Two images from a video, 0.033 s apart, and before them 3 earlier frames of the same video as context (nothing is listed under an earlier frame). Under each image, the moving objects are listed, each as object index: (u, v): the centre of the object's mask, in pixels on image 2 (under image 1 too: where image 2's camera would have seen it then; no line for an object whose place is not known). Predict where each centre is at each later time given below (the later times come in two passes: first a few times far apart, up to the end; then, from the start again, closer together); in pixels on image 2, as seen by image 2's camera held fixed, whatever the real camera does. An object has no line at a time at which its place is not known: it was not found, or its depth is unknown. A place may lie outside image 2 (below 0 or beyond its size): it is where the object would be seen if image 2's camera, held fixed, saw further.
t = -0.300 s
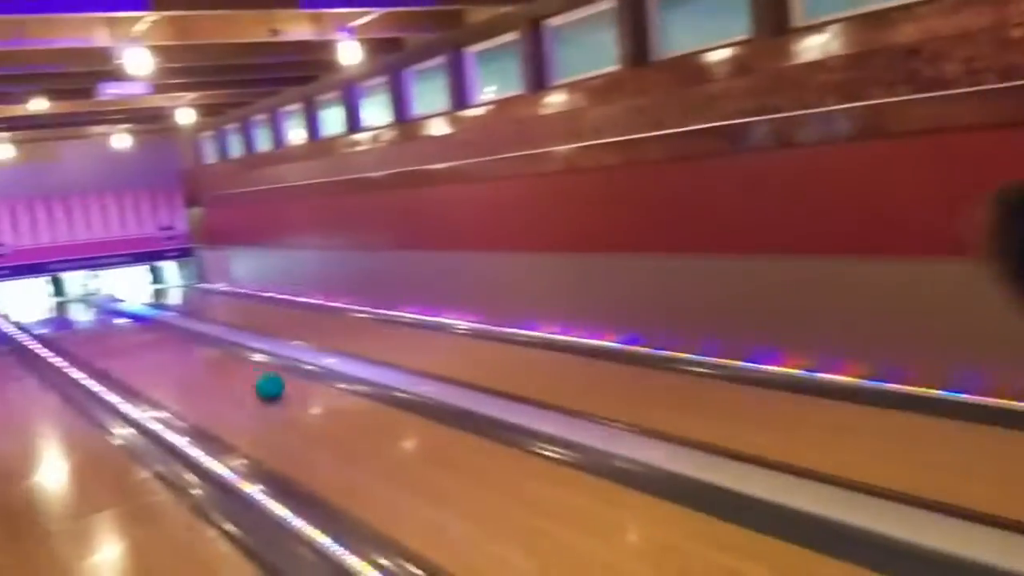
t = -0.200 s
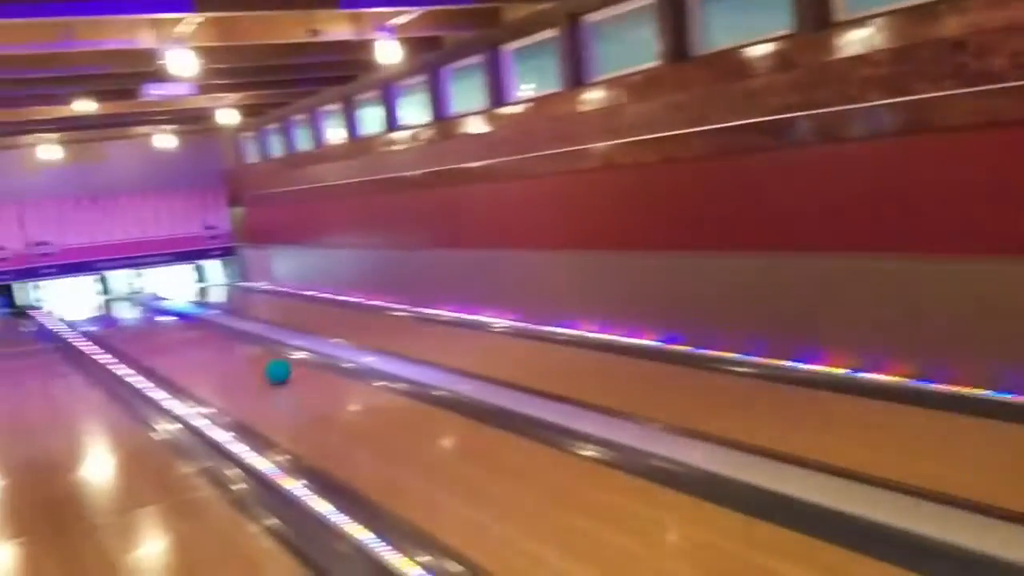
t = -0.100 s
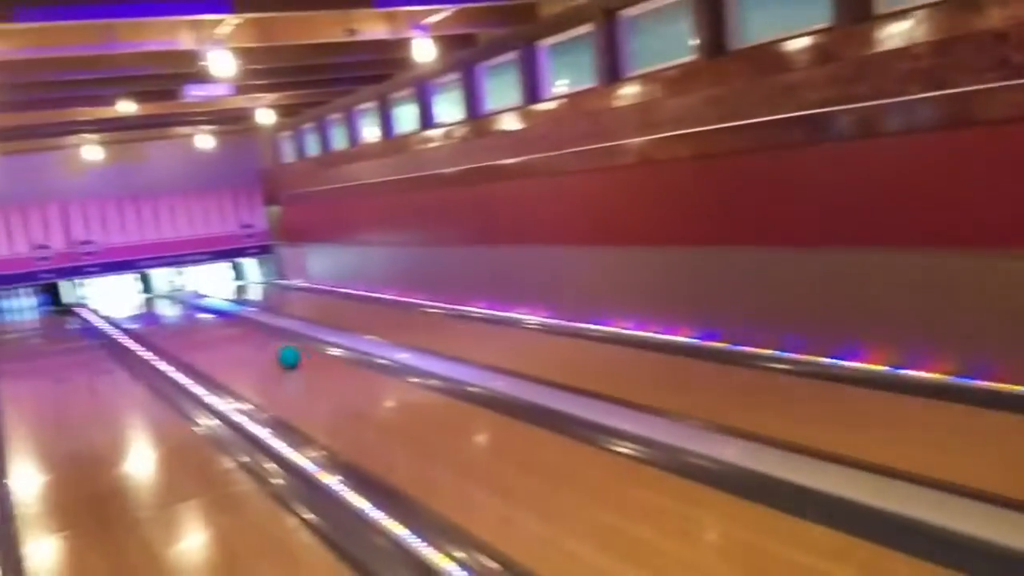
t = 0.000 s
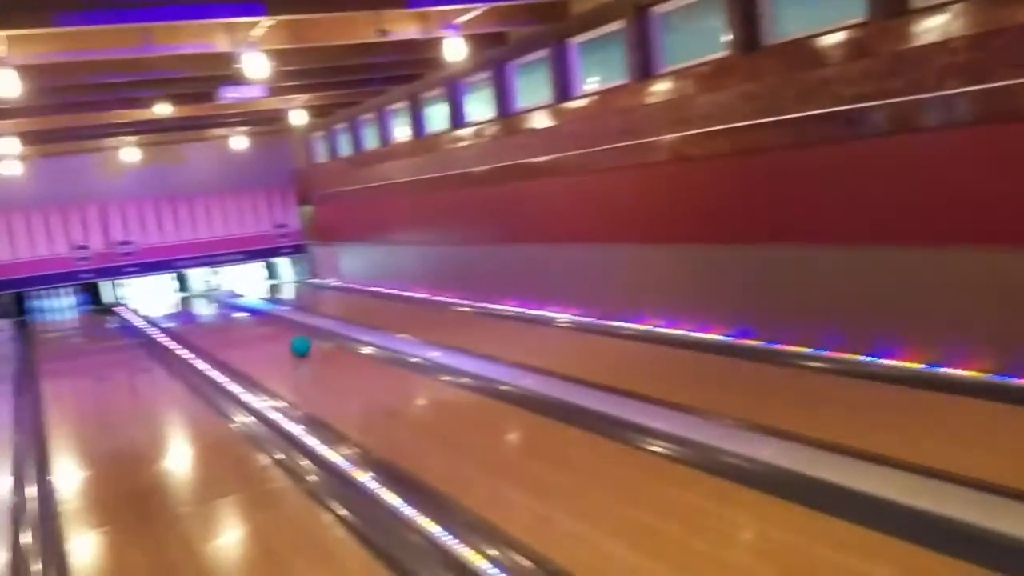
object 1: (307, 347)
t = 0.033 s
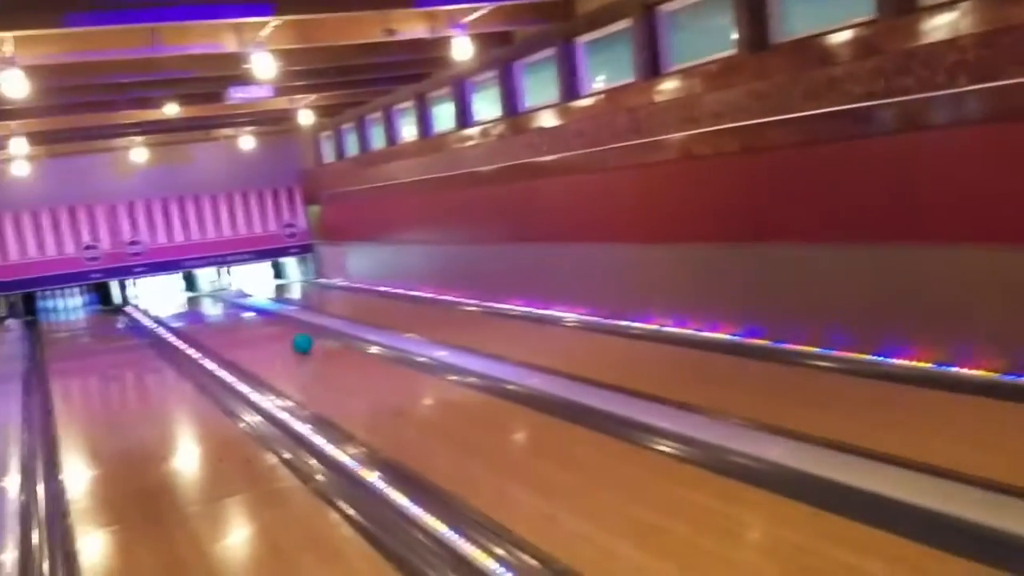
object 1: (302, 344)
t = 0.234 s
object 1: (268, 330)
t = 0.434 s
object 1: (243, 320)
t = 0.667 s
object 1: (225, 311)
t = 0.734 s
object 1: (220, 311)
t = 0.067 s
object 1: (295, 341)
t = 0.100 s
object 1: (290, 338)
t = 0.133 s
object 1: (284, 336)
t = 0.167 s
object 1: (278, 335)
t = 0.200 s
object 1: (273, 333)
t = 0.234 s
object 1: (268, 330)
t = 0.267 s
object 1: (264, 329)
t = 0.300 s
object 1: (258, 326)
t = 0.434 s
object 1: (243, 320)
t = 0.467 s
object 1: (239, 320)
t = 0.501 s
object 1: (235, 316)
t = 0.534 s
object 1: (234, 314)
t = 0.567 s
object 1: (232, 314)
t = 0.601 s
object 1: (229, 313)
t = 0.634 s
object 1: (228, 313)
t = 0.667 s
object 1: (225, 311)
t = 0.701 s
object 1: (222, 313)
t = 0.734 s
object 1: (220, 311)
